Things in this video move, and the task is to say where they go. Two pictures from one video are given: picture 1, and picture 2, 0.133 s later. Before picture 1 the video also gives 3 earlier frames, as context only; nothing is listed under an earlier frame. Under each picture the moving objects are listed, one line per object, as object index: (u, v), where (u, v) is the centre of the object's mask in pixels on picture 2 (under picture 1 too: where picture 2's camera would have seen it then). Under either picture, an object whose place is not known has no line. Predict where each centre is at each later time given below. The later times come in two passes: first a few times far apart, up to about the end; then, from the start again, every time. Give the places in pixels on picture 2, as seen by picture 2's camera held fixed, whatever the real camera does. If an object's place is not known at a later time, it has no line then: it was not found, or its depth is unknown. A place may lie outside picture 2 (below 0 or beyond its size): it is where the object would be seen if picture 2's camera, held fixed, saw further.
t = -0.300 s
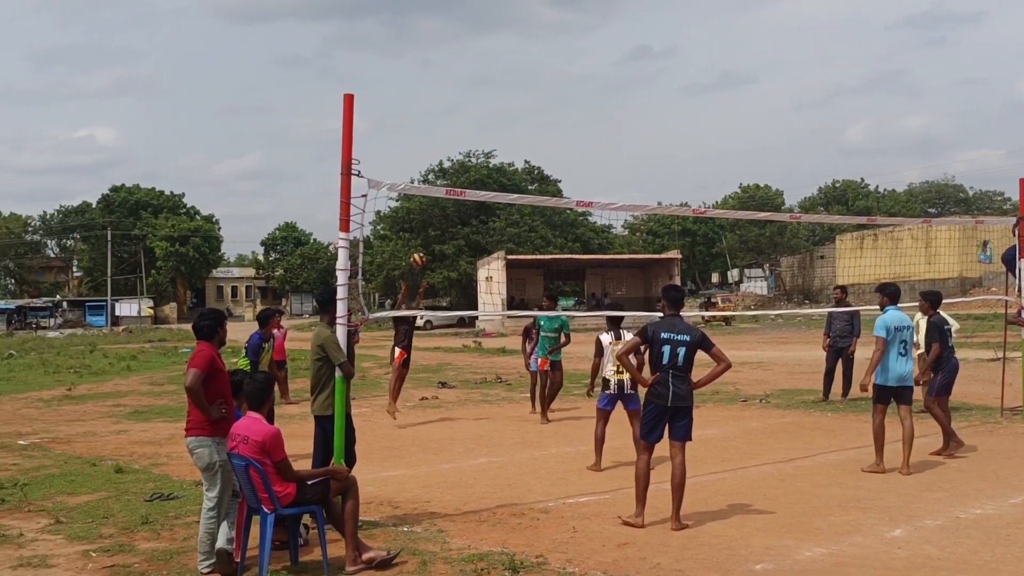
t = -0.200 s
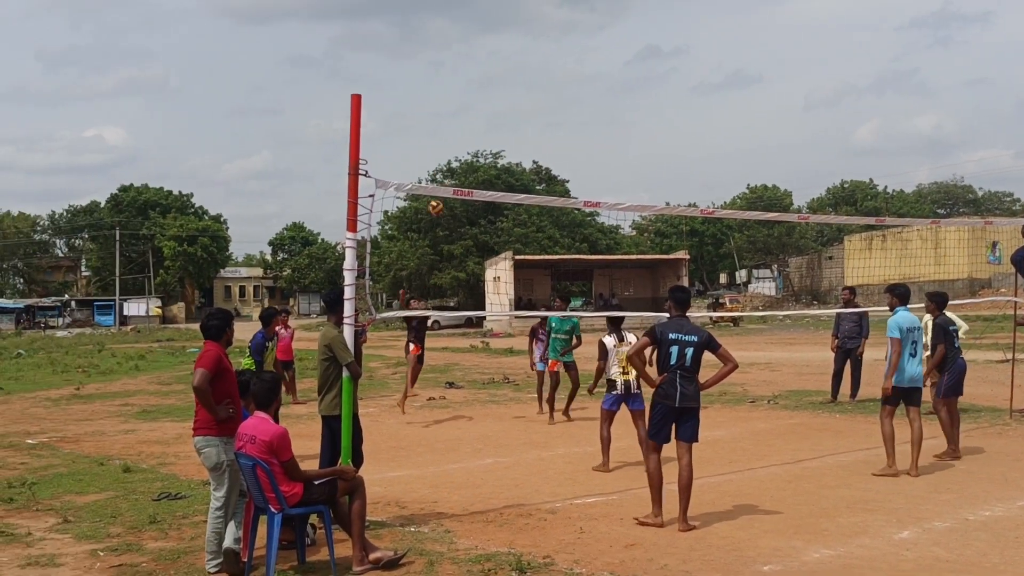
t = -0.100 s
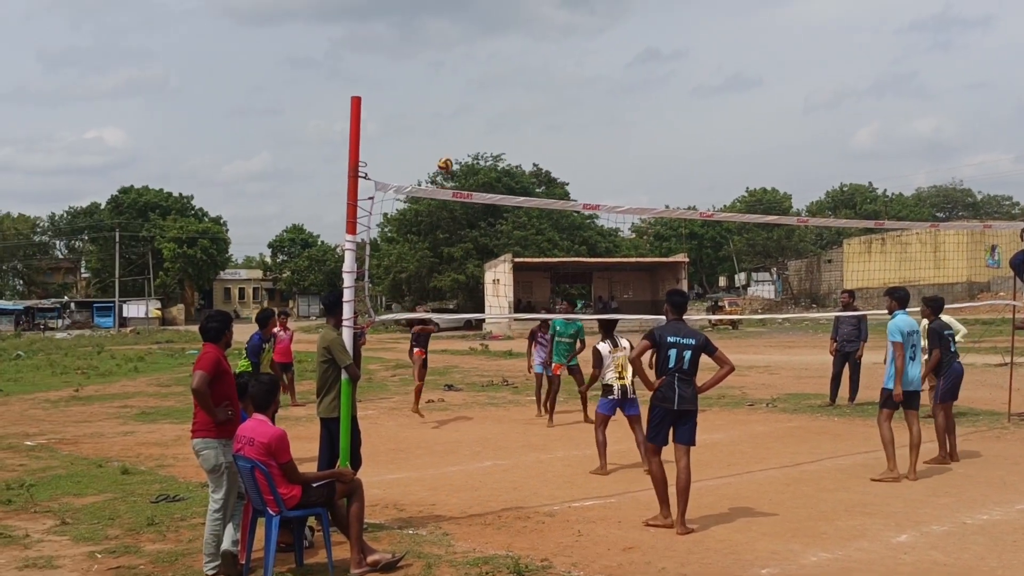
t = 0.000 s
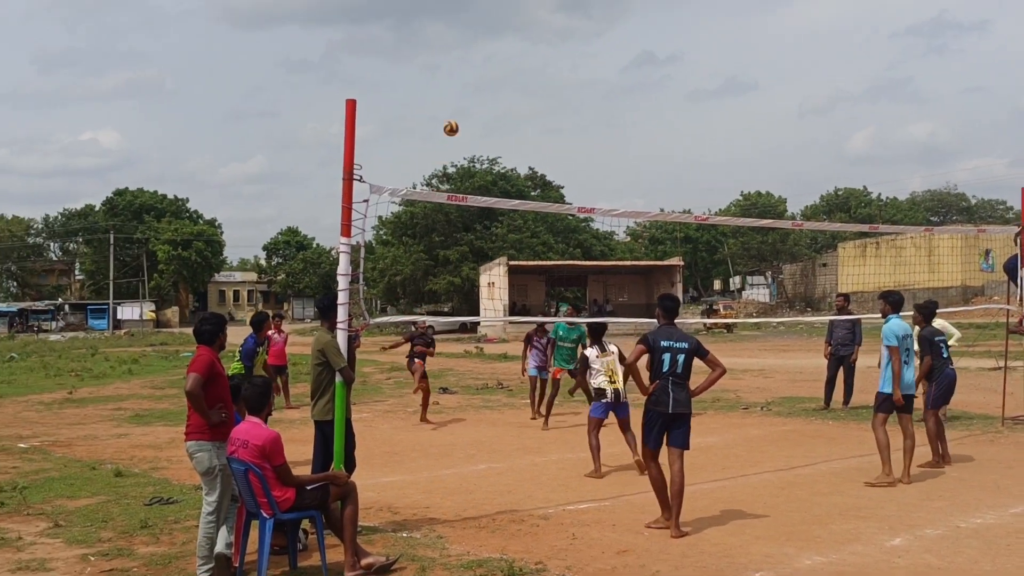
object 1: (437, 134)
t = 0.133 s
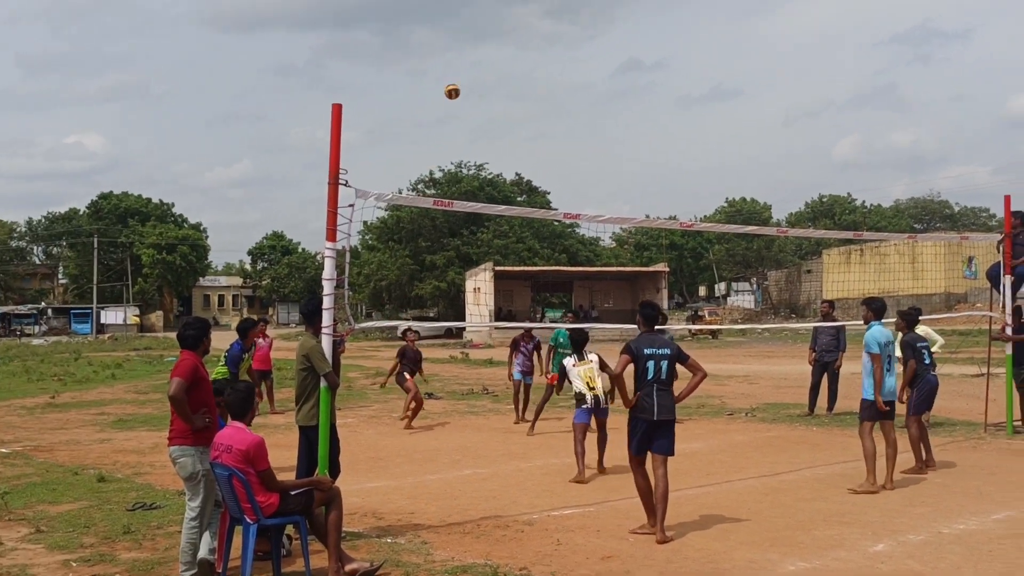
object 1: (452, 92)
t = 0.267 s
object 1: (467, 61)
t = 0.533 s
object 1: (501, 42)
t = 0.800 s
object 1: (536, 80)
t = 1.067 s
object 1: (577, 184)
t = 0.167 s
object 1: (456, 83)
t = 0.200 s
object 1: (460, 75)
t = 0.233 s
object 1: (464, 67)
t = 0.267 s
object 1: (467, 61)
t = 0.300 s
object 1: (471, 56)
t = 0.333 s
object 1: (476, 52)
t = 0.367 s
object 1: (480, 49)
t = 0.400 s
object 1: (484, 46)
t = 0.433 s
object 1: (488, 44)
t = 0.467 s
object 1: (492, 42)
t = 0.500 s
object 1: (497, 41)
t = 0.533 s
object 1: (501, 42)
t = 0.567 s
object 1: (505, 43)
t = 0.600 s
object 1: (509, 46)
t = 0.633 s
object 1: (514, 49)
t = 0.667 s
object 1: (518, 53)
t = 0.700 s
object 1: (522, 58)
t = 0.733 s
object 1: (527, 64)
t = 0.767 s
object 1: (532, 72)
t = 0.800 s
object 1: (536, 80)
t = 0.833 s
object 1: (541, 89)
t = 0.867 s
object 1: (547, 100)
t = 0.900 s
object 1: (552, 111)
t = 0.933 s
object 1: (556, 123)
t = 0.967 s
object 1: (562, 137)
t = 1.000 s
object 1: (567, 152)
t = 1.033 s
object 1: (572, 167)
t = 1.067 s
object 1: (577, 184)
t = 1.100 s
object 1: (583, 201)
